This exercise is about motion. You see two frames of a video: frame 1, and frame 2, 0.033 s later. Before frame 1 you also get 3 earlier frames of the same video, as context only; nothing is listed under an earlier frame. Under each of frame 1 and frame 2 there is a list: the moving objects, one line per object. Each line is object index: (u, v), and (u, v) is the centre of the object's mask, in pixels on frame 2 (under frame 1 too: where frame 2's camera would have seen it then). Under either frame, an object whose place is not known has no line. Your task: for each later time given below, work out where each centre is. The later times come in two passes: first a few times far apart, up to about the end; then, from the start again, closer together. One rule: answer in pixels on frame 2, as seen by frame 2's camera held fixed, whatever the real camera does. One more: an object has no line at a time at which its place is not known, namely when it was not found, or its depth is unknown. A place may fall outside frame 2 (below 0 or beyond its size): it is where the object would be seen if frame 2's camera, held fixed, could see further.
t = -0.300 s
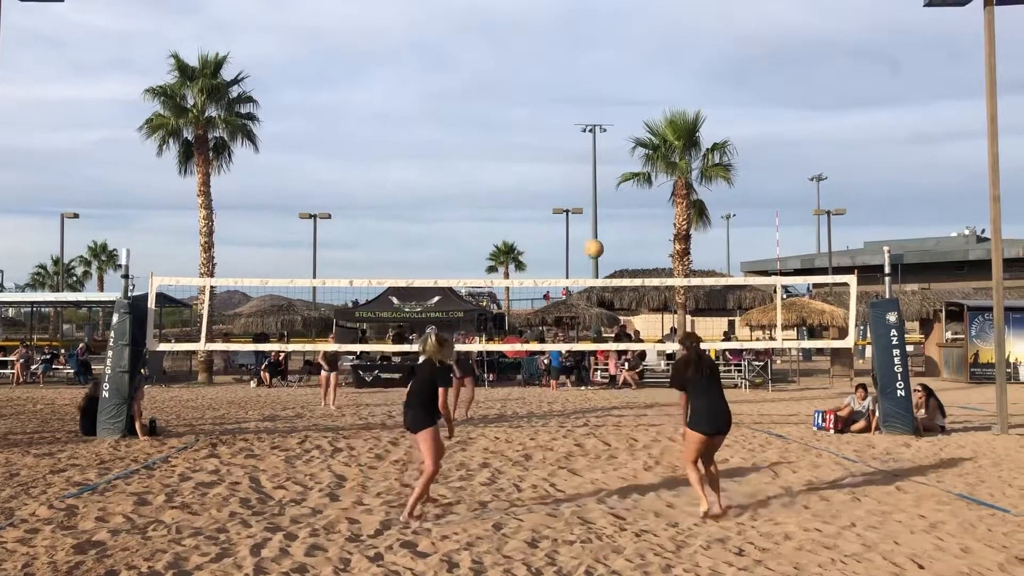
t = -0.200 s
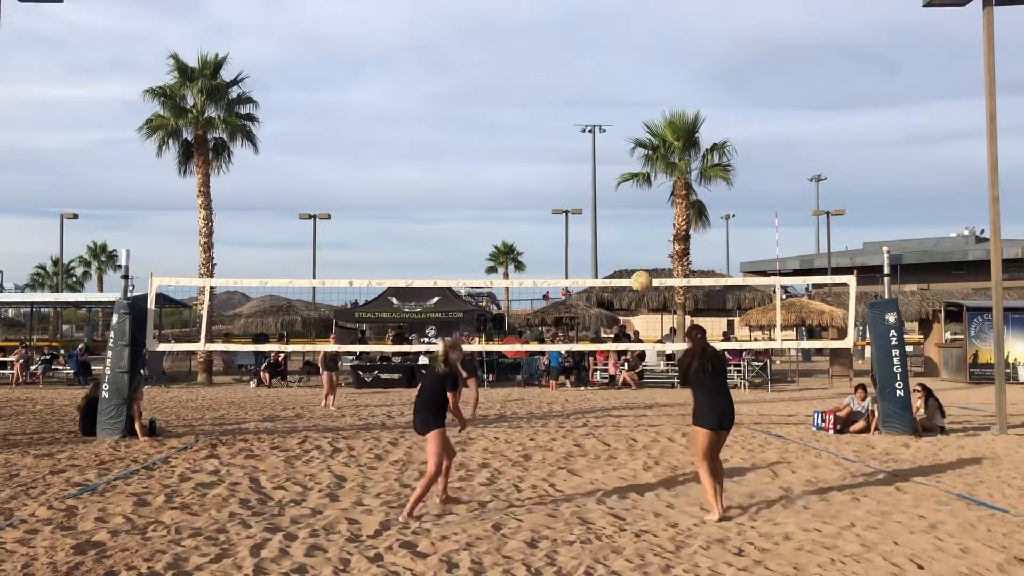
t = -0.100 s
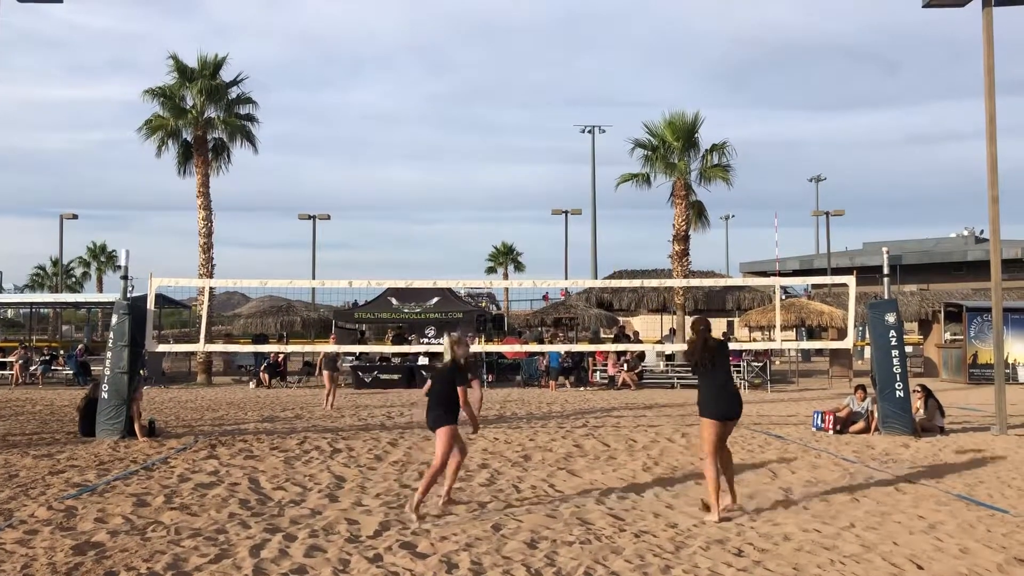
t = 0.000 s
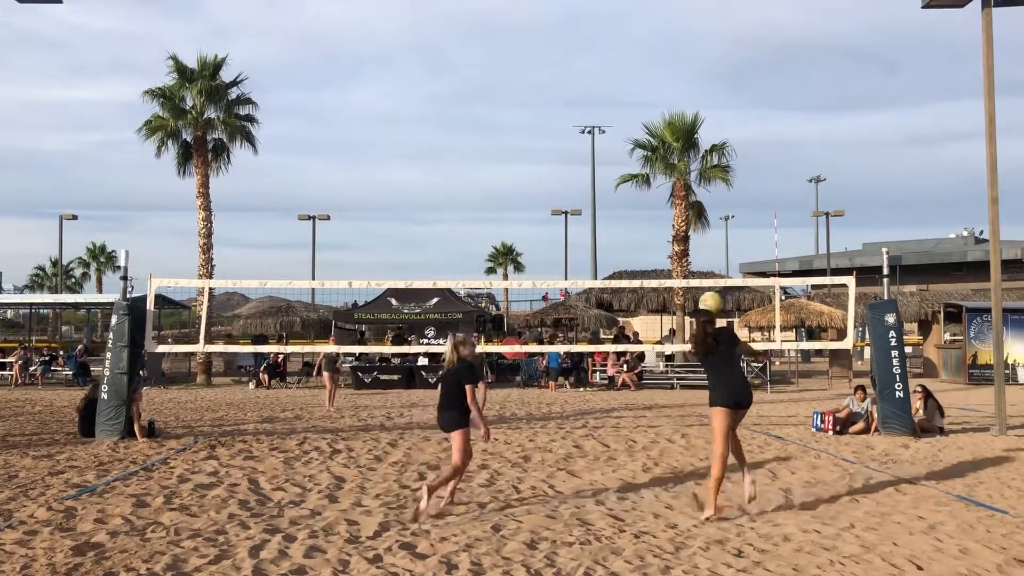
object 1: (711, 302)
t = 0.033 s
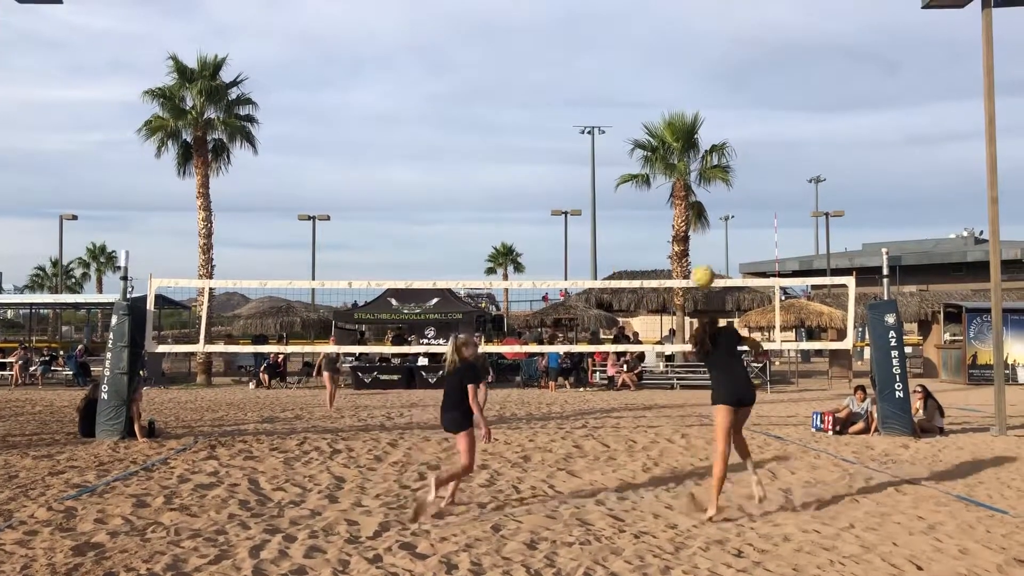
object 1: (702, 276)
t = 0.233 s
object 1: (655, 149)
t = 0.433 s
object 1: (616, 74)
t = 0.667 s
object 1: (573, 41)
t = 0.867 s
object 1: (539, 55)
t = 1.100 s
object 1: (504, 113)
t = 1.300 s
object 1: (477, 194)
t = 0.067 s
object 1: (694, 251)
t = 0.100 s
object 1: (686, 228)
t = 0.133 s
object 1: (679, 206)
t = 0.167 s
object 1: (671, 185)
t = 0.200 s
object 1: (663, 166)
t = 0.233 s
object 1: (655, 149)
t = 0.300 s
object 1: (642, 119)
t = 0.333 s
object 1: (635, 105)
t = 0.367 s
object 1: (629, 94)
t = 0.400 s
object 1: (622, 83)
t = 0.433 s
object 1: (616, 74)
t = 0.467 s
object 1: (609, 66)
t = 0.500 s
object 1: (603, 59)
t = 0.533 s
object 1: (597, 53)
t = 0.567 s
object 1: (591, 49)
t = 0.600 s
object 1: (585, 44)
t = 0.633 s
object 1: (579, 42)
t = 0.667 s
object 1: (573, 41)
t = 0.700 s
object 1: (567, 41)
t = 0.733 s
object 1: (562, 42)
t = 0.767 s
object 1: (556, 43)
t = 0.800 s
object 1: (551, 46)
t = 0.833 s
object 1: (545, 50)
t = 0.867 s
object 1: (539, 55)
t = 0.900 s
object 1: (534, 60)
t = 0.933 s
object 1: (529, 66)
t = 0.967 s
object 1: (524, 74)
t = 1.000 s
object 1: (520, 83)
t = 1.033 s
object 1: (514, 92)
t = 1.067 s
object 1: (510, 101)
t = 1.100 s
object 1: (504, 113)
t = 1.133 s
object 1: (500, 124)
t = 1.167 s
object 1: (495, 137)
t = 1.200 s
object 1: (490, 150)
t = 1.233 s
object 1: (486, 164)
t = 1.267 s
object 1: (481, 178)
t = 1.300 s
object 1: (477, 194)
